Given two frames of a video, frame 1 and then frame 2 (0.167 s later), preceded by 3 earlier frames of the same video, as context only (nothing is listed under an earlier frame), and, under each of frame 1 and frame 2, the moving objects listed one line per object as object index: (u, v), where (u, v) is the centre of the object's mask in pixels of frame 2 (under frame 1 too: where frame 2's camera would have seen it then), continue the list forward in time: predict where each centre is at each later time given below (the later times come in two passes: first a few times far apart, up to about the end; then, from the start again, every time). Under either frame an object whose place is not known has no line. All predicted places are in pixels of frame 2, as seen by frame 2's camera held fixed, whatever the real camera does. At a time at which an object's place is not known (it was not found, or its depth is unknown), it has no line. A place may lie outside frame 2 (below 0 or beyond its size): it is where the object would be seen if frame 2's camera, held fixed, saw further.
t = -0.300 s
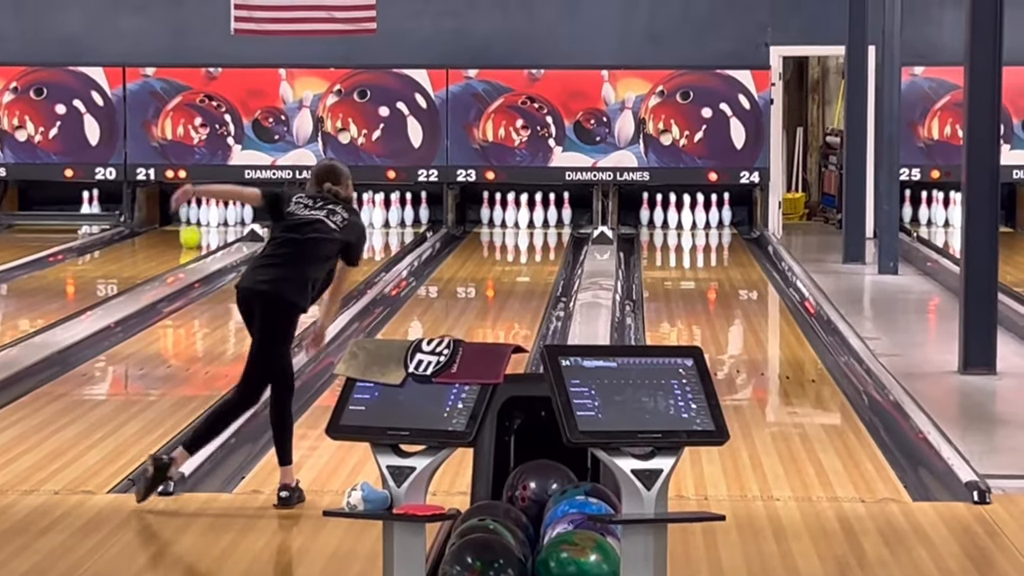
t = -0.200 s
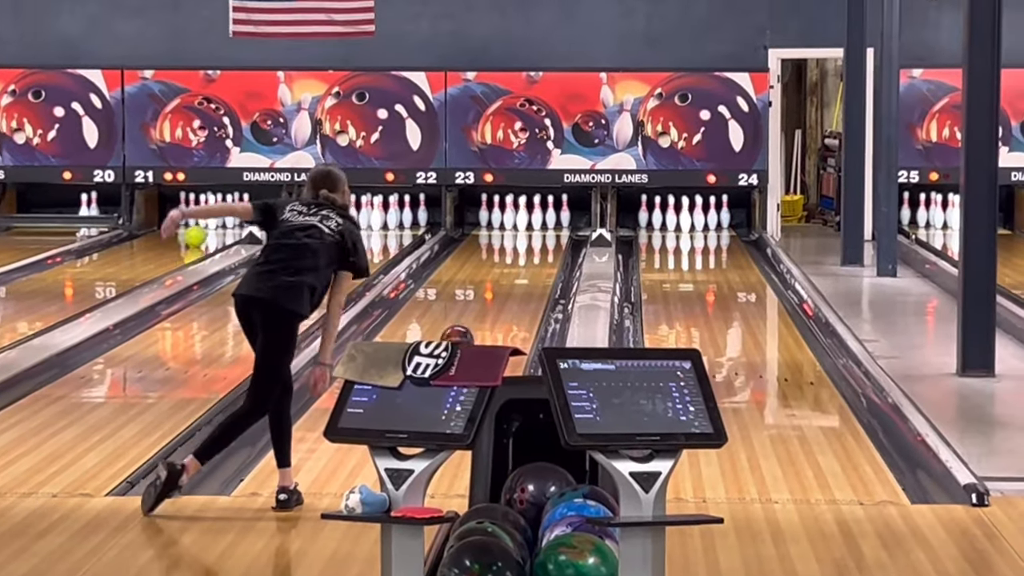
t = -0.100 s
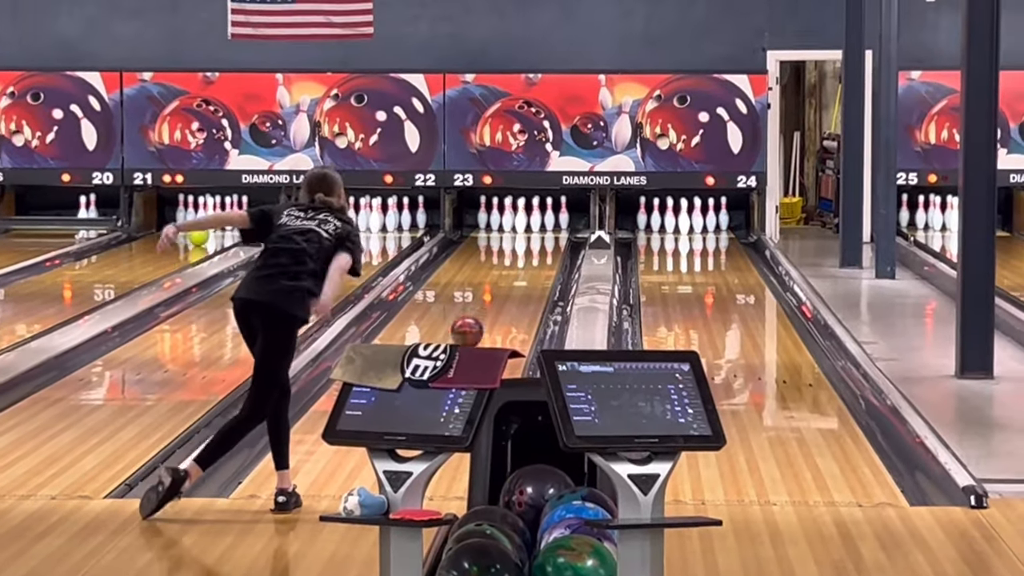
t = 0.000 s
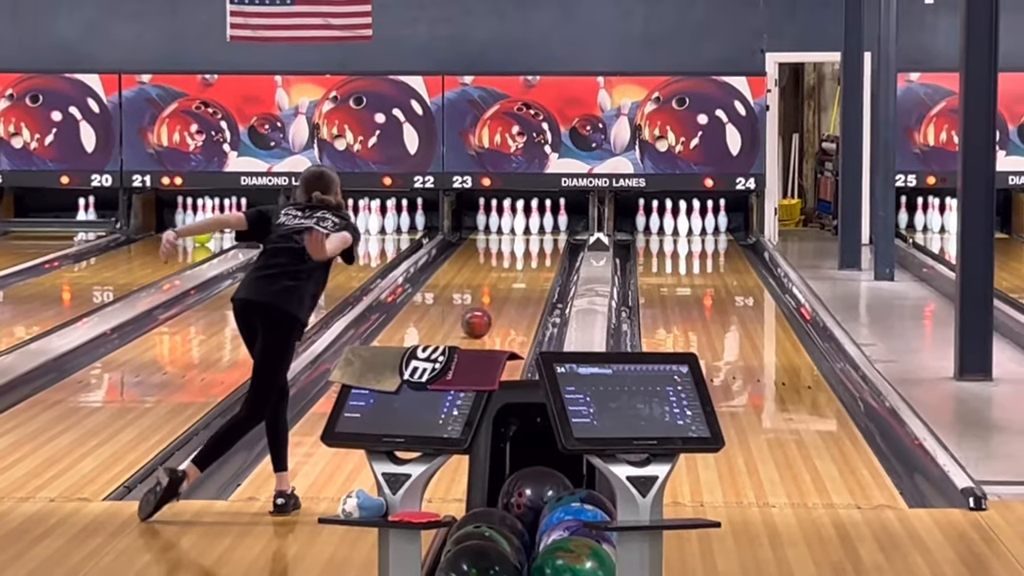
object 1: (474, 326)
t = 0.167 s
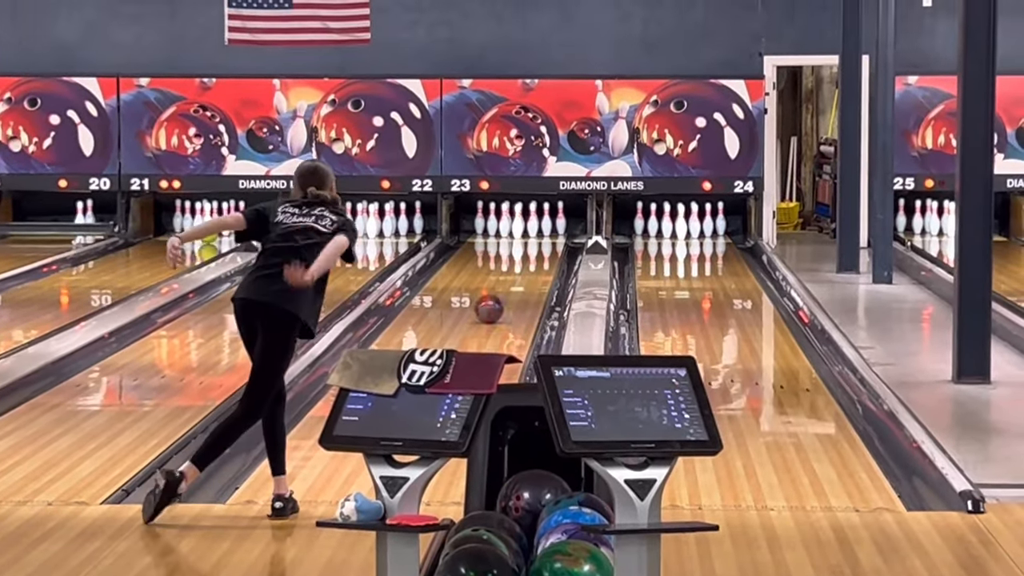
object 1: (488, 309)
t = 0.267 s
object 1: (496, 299)
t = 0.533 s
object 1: (513, 278)
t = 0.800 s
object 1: (526, 261)
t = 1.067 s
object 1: (532, 247)
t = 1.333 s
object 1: (528, 235)
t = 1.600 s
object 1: (518, 228)
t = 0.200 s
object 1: (491, 305)
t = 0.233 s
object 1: (494, 302)
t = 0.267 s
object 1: (496, 299)
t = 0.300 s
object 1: (499, 297)
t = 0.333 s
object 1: (501, 294)
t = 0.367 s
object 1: (503, 291)
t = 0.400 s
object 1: (505, 288)
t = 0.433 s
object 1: (507, 286)
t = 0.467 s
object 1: (509, 283)
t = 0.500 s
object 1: (511, 281)
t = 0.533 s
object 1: (513, 278)
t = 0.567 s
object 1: (515, 276)
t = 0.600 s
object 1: (516, 274)
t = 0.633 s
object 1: (518, 272)
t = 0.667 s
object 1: (520, 269)
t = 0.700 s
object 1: (522, 267)
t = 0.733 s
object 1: (523, 265)
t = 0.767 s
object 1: (524, 263)
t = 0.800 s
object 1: (526, 261)
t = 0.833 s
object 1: (527, 259)
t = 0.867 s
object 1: (529, 257)
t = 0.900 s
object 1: (530, 255)
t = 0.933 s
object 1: (530, 254)
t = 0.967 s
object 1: (531, 252)
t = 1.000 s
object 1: (531, 250)
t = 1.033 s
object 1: (532, 249)
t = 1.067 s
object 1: (532, 247)
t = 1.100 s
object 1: (532, 246)
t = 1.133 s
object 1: (532, 244)
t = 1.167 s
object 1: (532, 242)
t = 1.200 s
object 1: (531, 241)
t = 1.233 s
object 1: (531, 239)
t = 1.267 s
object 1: (530, 238)
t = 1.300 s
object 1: (529, 237)
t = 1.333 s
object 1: (528, 235)
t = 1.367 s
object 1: (526, 234)
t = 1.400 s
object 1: (525, 232)
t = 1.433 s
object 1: (524, 231)
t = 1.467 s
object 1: (522, 230)
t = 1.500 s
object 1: (522, 229)
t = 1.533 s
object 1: (521, 229)
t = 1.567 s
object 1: (520, 228)
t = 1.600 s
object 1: (518, 228)
